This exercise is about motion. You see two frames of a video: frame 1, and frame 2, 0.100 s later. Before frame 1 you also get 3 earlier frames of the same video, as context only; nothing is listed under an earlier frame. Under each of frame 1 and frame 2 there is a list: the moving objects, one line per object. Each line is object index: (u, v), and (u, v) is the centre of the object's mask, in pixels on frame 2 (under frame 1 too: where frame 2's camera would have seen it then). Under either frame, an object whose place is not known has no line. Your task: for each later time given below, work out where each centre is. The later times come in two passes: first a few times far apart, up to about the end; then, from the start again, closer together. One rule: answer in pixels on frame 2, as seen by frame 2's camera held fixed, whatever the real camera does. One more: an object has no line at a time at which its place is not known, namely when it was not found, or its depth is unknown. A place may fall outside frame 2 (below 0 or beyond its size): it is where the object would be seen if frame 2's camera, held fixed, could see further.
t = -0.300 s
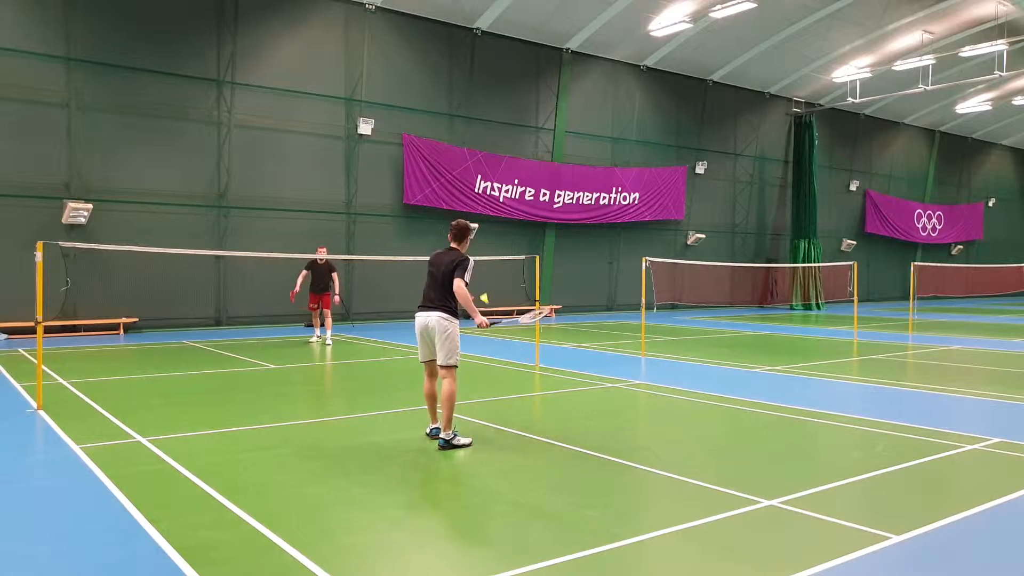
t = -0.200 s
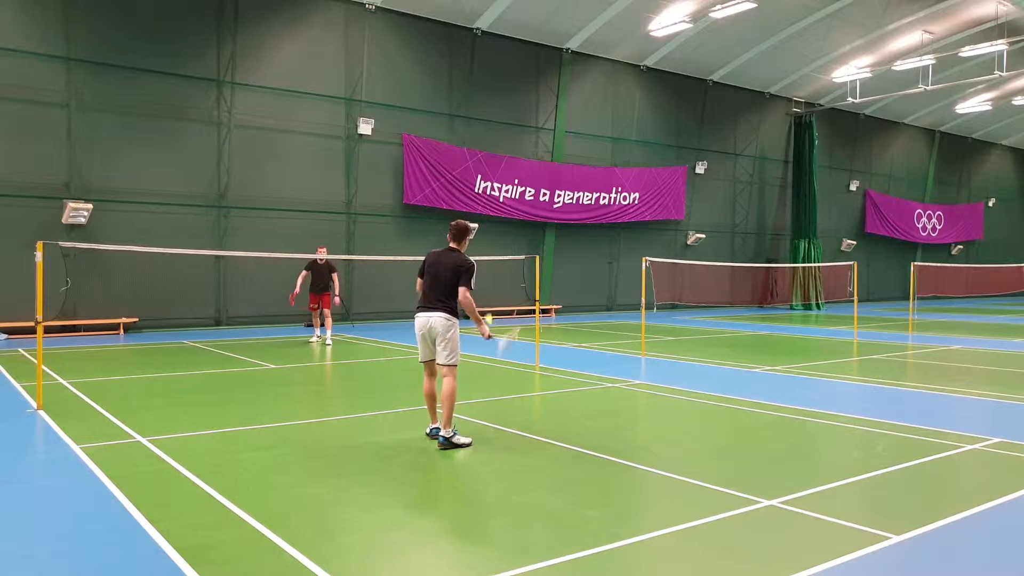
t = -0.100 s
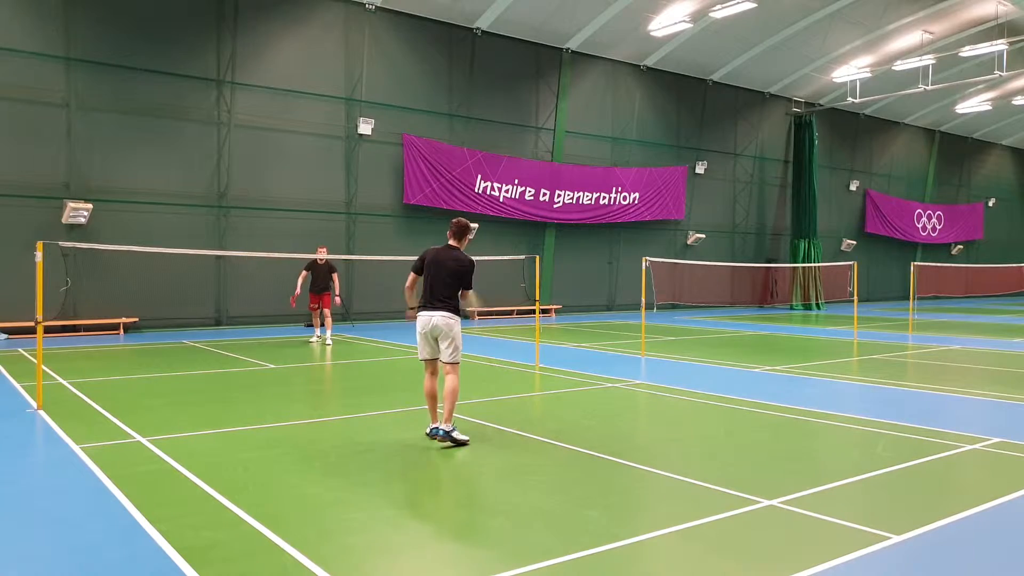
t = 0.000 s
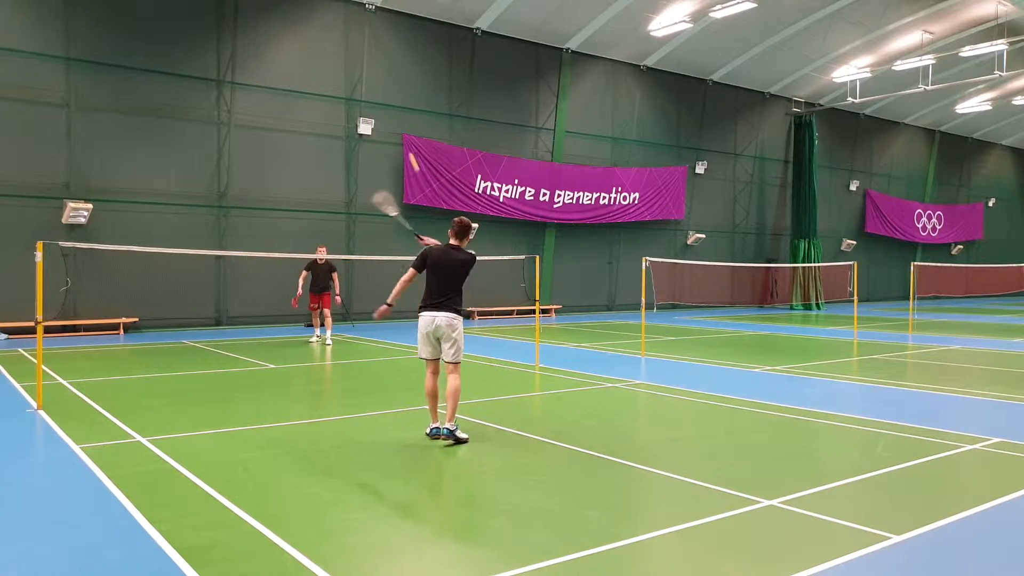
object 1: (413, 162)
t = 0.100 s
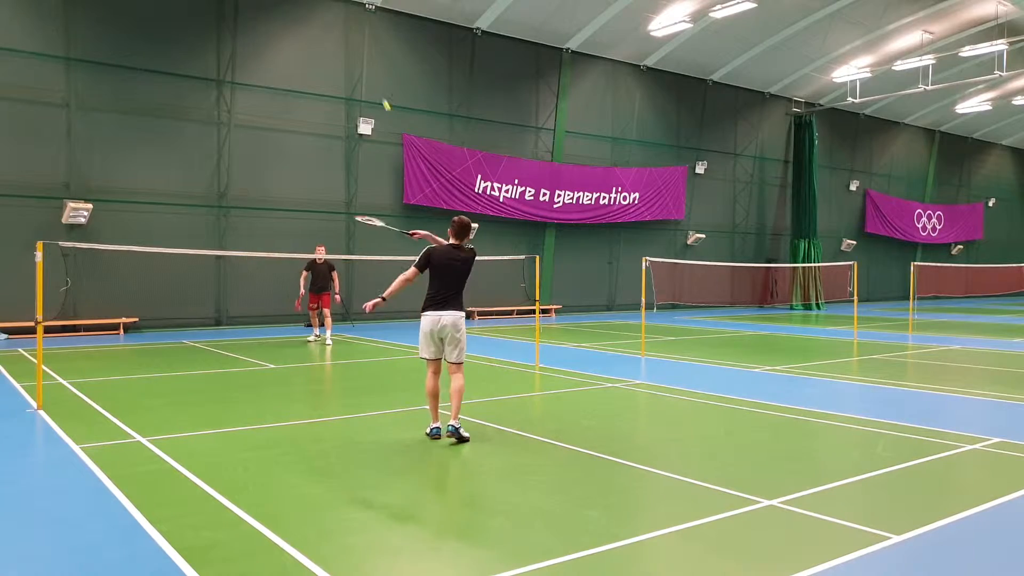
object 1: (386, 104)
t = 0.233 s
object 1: (364, 69)
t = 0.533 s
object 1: (339, 57)
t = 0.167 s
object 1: (373, 82)
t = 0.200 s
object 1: (368, 75)
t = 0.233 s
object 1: (364, 69)
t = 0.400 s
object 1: (348, 54)
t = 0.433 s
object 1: (345, 54)
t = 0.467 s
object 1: (343, 55)
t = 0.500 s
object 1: (341, 55)
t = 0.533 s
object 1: (339, 57)
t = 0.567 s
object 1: (337, 59)
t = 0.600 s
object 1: (335, 62)
